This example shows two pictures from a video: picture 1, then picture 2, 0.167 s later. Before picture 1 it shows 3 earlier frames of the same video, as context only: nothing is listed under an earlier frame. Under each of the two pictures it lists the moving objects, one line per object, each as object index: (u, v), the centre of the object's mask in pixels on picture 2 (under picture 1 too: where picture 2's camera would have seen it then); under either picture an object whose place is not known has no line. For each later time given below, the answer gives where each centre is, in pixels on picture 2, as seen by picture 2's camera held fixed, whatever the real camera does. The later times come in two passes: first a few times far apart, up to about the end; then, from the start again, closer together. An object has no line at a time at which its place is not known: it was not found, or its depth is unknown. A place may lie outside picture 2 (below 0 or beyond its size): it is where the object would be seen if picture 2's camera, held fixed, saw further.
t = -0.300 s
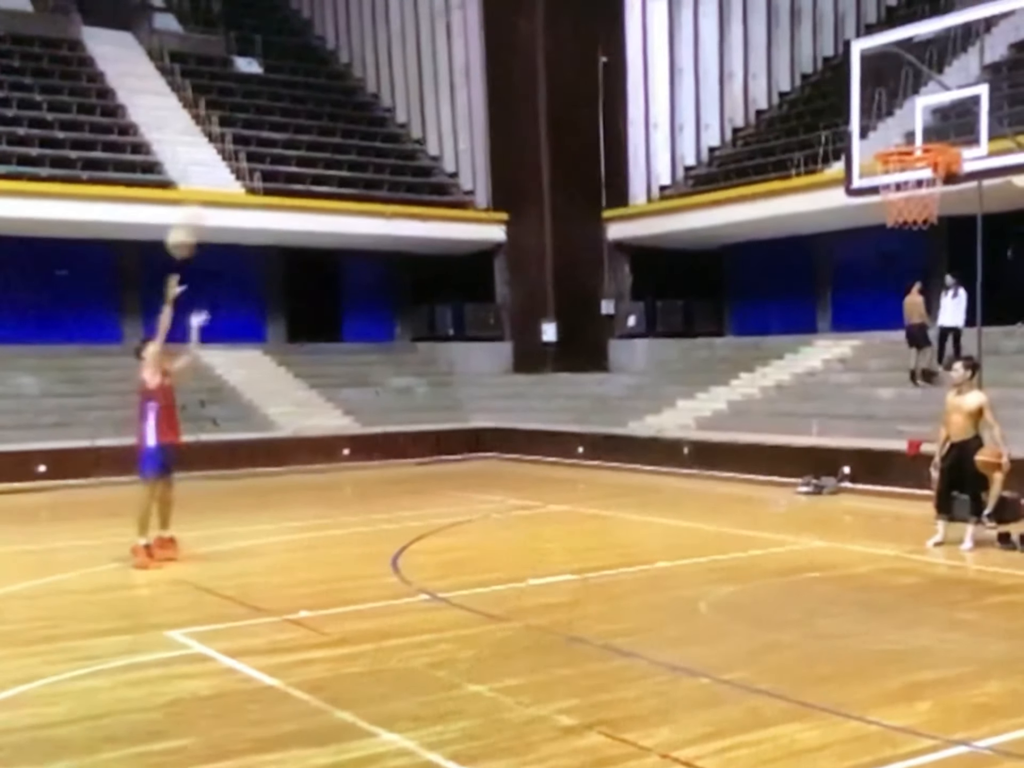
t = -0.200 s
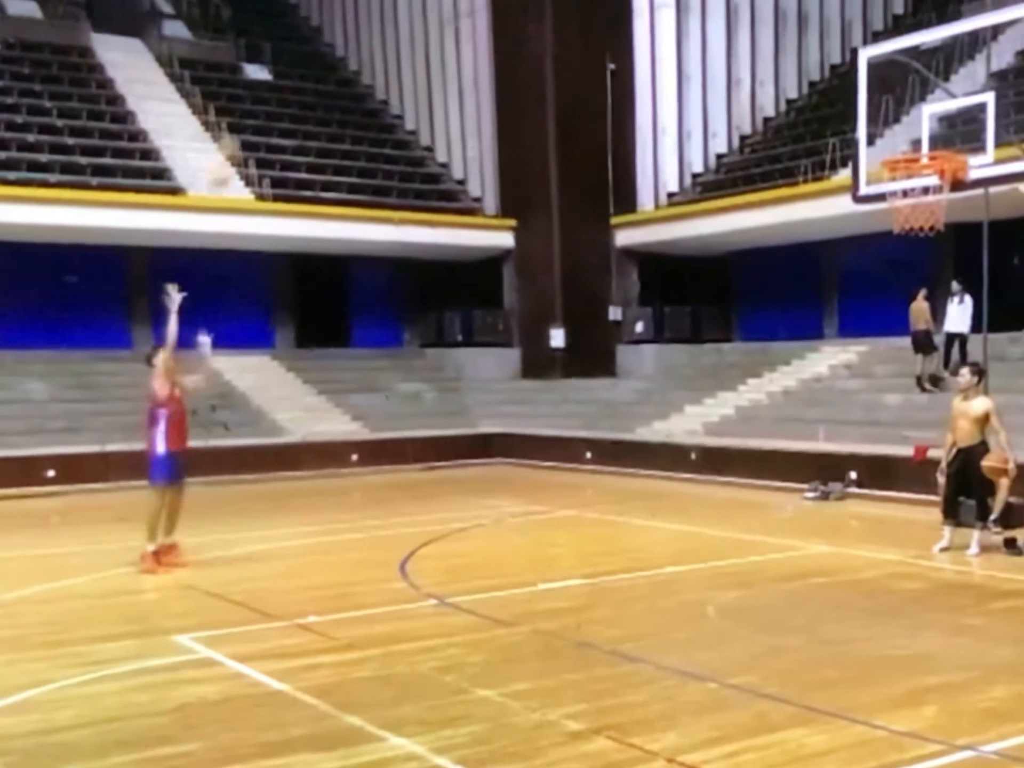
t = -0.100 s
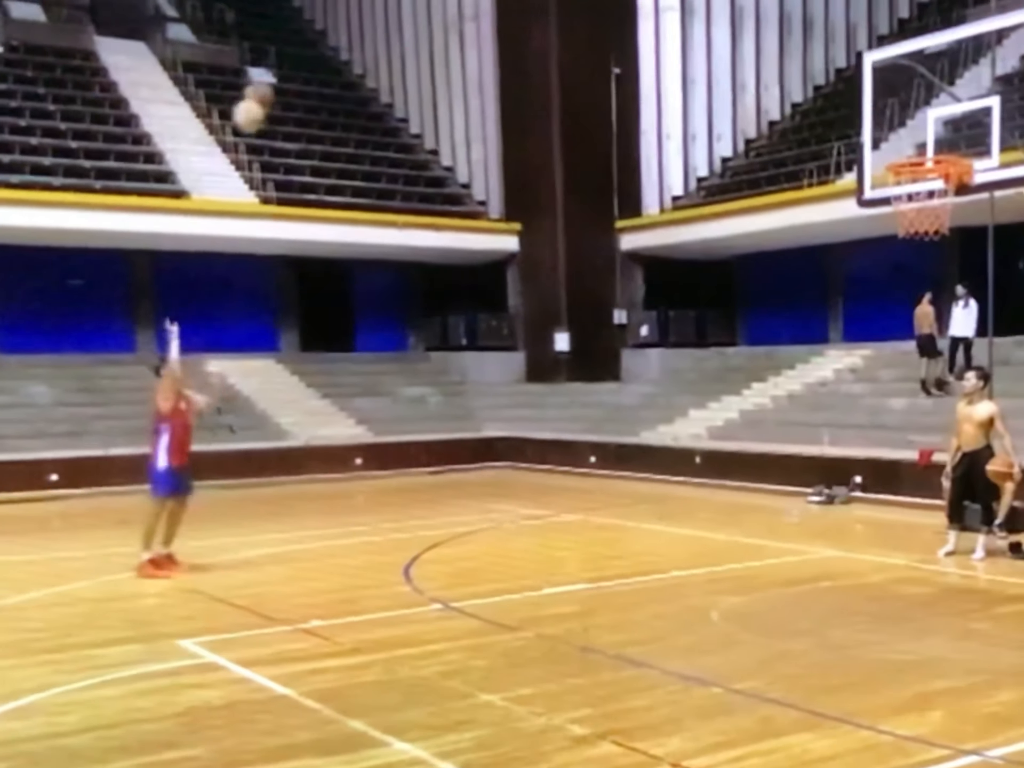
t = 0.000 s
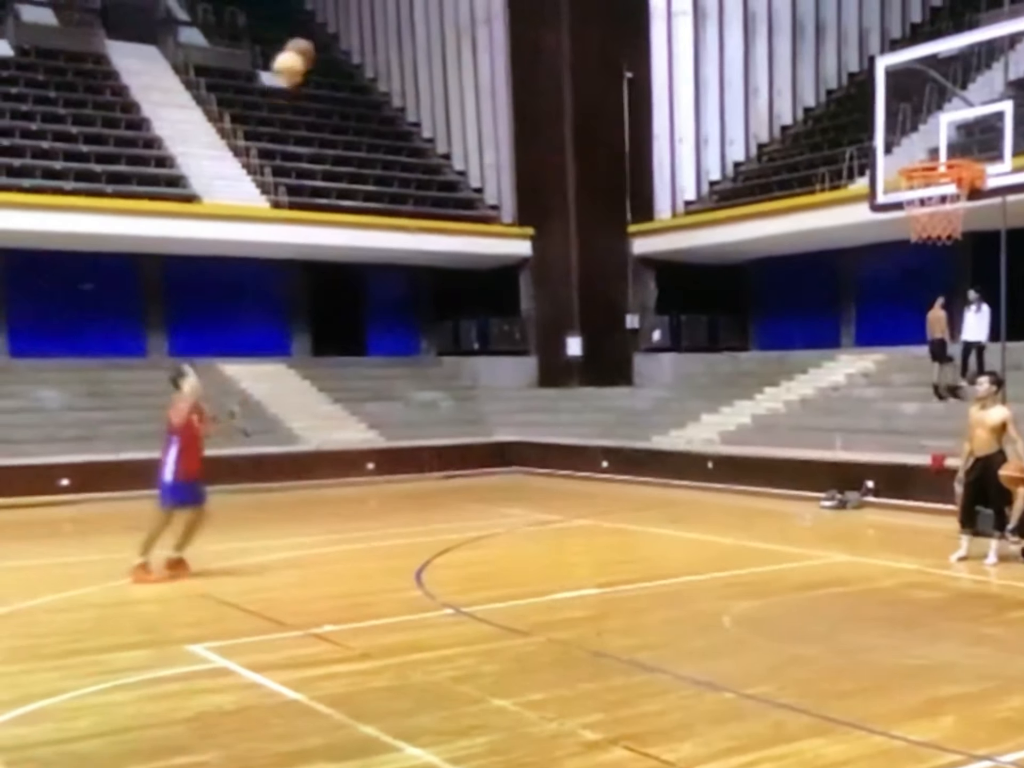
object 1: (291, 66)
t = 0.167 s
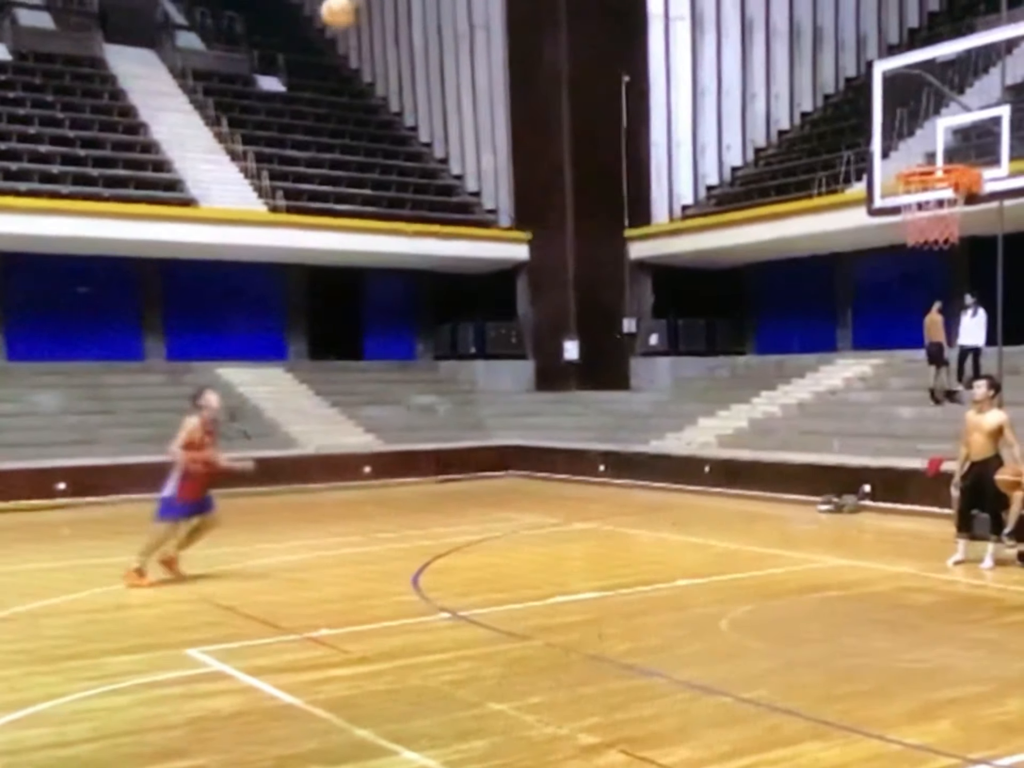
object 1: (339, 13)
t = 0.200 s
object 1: (349, 9)
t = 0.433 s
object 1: (426, 0)
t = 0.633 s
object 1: (498, 32)
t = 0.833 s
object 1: (573, 135)
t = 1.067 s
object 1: (669, 322)
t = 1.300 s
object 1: (757, 565)
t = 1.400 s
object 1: (776, 524)
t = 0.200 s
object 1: (349, 9)
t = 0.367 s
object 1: (405, 3)
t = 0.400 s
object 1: (416, 2)
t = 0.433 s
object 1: (426, 0)
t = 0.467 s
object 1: (435, 3)
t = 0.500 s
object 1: (450, 6)
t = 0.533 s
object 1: (462, 8)
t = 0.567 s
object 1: (470, 11)
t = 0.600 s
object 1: (484, 17)
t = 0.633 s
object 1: (498, 32)
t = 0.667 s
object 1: (511, 45)
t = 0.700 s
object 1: (524, 61)
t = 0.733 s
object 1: (535, 76)
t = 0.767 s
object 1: (548, 94)
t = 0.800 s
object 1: (561, 113)
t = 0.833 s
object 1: (573, 135)
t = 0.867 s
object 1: (587, 158)
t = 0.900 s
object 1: (601, 182)
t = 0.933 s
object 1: (614, 204)
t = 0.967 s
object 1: (625, 229)
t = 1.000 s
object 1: (642, 261)
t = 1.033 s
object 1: (655, 291)
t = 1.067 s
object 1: (669, 322)
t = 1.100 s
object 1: (680, 345)
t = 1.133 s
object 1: (695, 384)
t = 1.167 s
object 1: (703, 407)
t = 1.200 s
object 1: (727, 475)
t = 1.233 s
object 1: (730, 477)
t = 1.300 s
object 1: (757, 565)
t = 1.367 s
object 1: (772, 554)
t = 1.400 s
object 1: (776, 524)
